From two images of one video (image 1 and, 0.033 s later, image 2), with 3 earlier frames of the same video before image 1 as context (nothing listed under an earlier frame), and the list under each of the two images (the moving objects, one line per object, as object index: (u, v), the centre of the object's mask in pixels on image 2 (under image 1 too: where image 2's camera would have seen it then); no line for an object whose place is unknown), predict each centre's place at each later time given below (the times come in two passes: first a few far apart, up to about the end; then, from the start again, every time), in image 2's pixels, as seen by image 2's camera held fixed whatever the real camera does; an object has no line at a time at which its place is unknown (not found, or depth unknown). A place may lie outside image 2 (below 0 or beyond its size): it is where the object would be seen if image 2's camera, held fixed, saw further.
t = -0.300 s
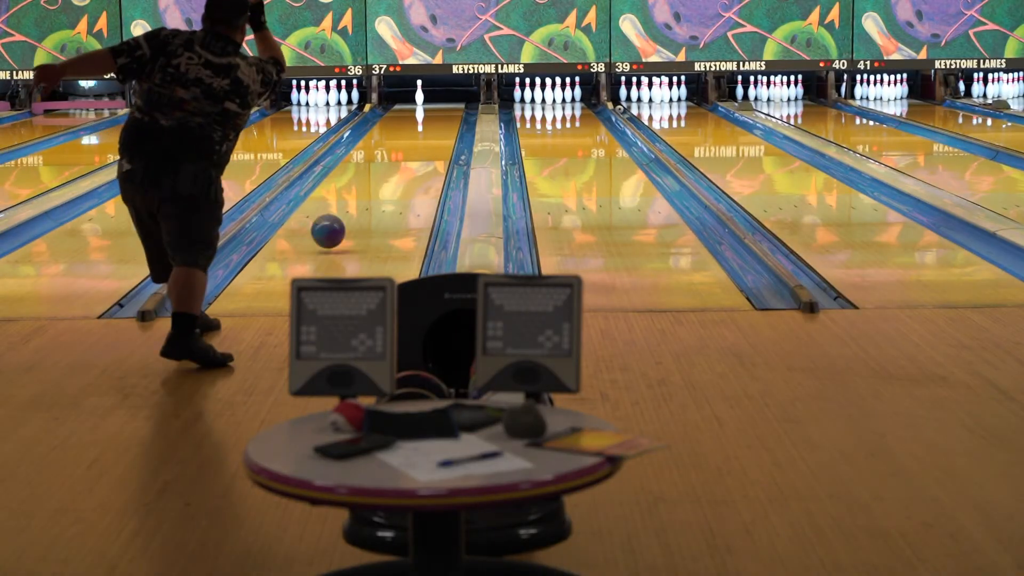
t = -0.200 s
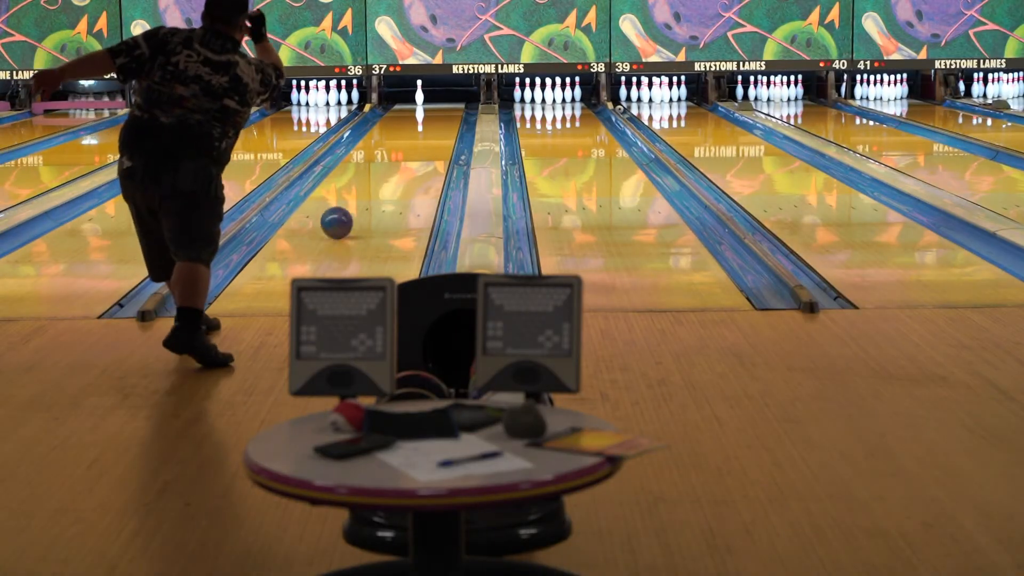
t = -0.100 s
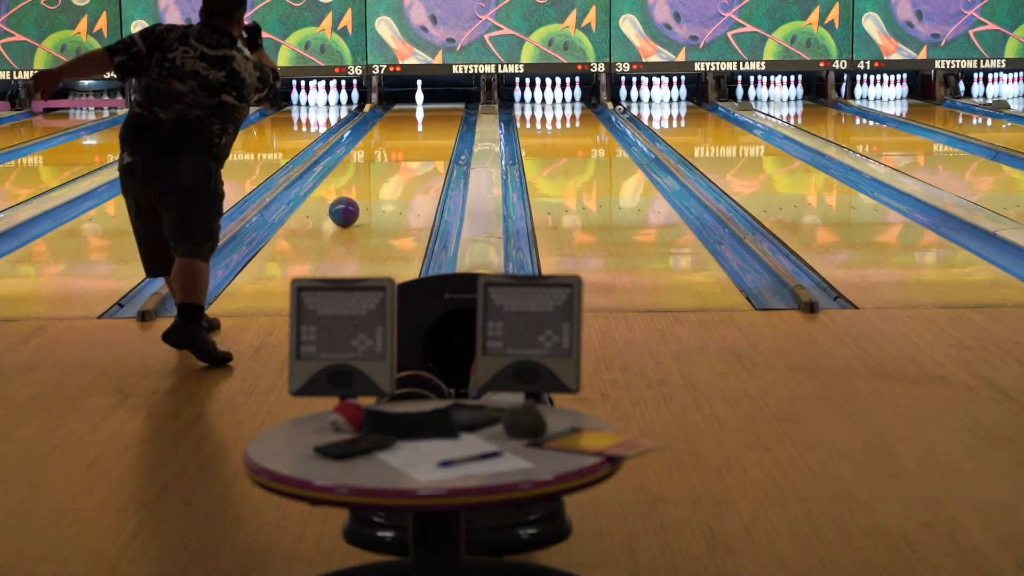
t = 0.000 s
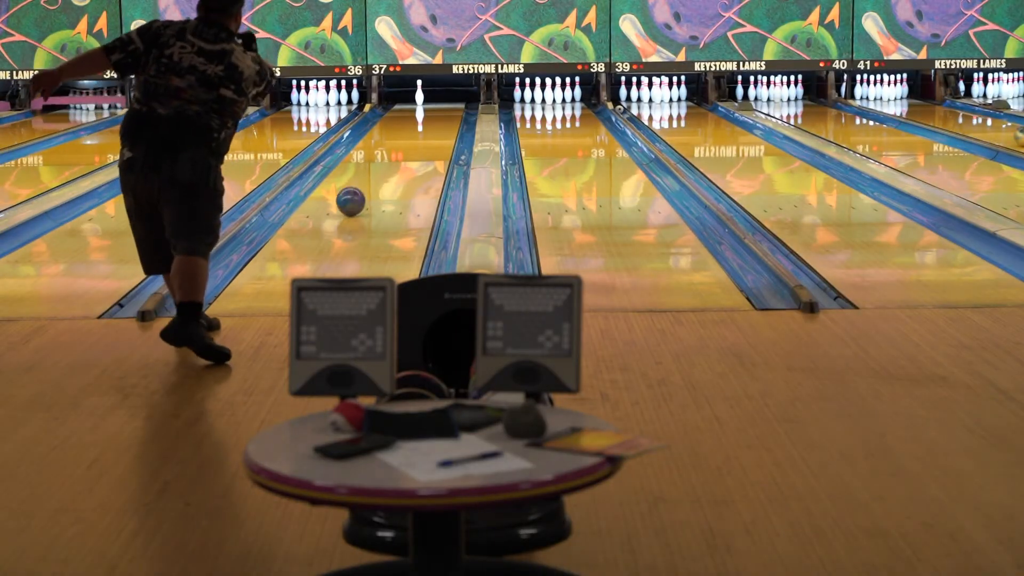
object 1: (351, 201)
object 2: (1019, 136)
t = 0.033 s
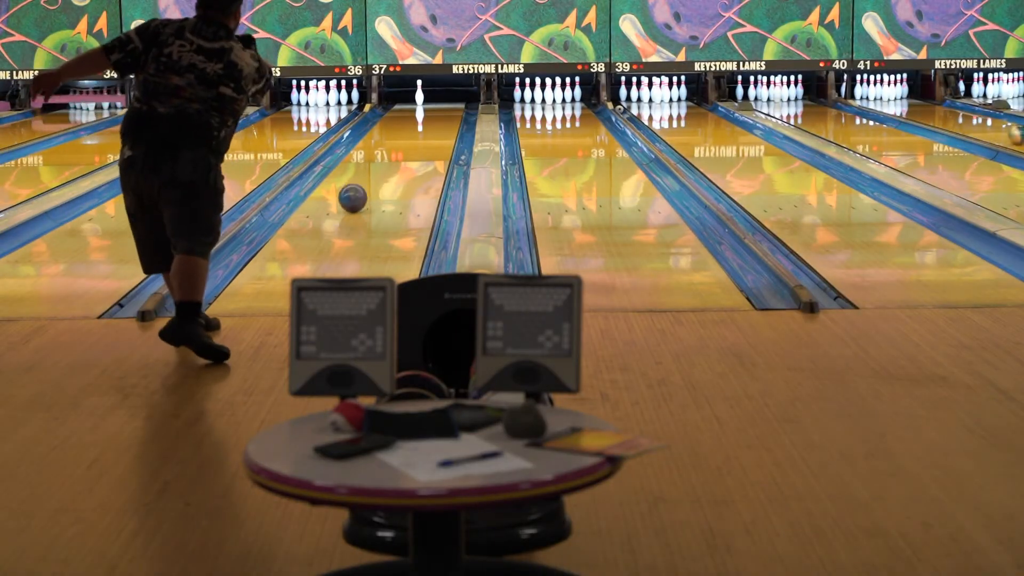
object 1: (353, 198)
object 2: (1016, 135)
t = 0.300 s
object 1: (366, 175)
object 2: (975, 123)
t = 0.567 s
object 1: (376, 157)
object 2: (941, 114)
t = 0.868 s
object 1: (384, 142)
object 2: (911, 106)
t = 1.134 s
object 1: (390, 130)
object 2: (892, 100)
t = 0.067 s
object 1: (354, 195)
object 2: (1012, 133)
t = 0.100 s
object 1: (356, 192)
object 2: (1007, 132)
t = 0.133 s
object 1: (358, 189)
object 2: (1001, 130)
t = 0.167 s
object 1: (360, 186)
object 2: (996, 129)
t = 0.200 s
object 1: (362, 183)
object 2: (991, 127)
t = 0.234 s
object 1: (363, 180)
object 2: (985, 126)
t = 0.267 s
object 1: (365, 178)
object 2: (981, 124)
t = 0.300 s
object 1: (366, 175)
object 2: (975, 123)
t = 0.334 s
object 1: (367, 173)
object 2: (971, 122)
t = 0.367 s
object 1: (369, 170)
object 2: (966, 121)
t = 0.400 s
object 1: (370, 168)
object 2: (961, 120)
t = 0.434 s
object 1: (371, 166)
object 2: (956, 119)
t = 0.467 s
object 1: (373, 163)
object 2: (953, 117)
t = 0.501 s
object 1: (374, 161)
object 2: (948, 116)
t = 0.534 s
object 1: (375, 159)
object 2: (944, 115)
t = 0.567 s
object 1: (376, 157)
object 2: (941, 114)
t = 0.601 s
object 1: (377, 155)
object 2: (938, 113)
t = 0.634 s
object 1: (378, 154)
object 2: (934, 112)
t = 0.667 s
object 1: (379, 152)
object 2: (930, 111)
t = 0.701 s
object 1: (380, 150)
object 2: (926, 110)
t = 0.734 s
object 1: (381, 148)
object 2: (923, 109)
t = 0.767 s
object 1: (382, 146)
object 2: (919, 108)
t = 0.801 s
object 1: (383, 145)
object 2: (917, 108)
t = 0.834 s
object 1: (384, 143)
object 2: (914, 106)
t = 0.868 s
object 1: (384, 142)
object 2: (911, 106)
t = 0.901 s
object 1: (385, 140)
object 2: (909, 105)
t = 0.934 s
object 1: (386, 139)
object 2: (905, 103)
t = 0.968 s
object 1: (386, 137)
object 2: (903, 103)
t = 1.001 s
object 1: (387, 136)
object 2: (901, 103)
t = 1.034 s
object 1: (388, 134)
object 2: (898, 102)
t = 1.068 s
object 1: (388, 133)
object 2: (896, 101)
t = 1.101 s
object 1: (389, 131)
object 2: (894, 101)
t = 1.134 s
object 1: (390, 130)
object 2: (892, 100)
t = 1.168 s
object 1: (390, 129)
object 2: (890, 99)
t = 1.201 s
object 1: (390, 128)
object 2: (888, 99)
